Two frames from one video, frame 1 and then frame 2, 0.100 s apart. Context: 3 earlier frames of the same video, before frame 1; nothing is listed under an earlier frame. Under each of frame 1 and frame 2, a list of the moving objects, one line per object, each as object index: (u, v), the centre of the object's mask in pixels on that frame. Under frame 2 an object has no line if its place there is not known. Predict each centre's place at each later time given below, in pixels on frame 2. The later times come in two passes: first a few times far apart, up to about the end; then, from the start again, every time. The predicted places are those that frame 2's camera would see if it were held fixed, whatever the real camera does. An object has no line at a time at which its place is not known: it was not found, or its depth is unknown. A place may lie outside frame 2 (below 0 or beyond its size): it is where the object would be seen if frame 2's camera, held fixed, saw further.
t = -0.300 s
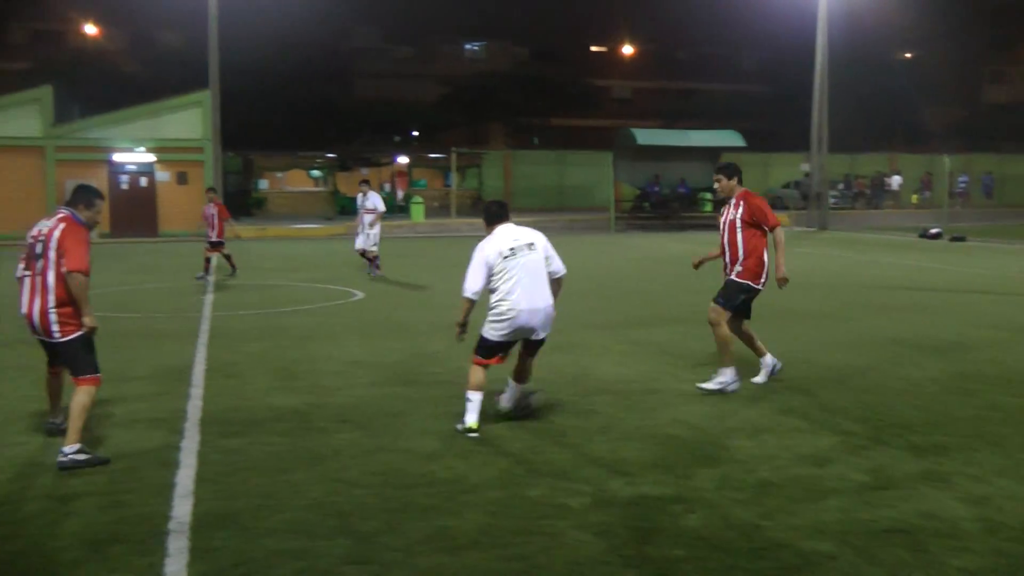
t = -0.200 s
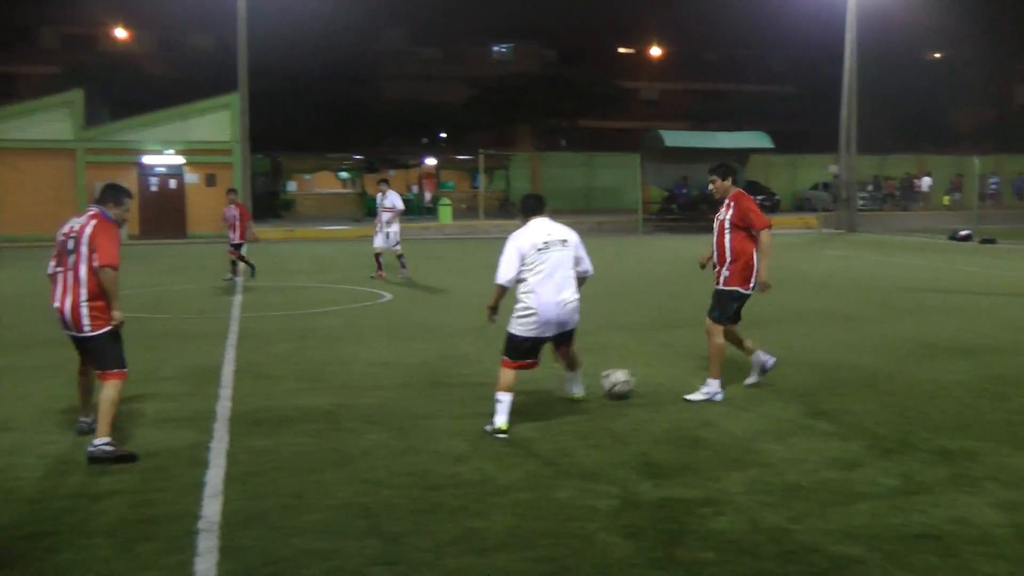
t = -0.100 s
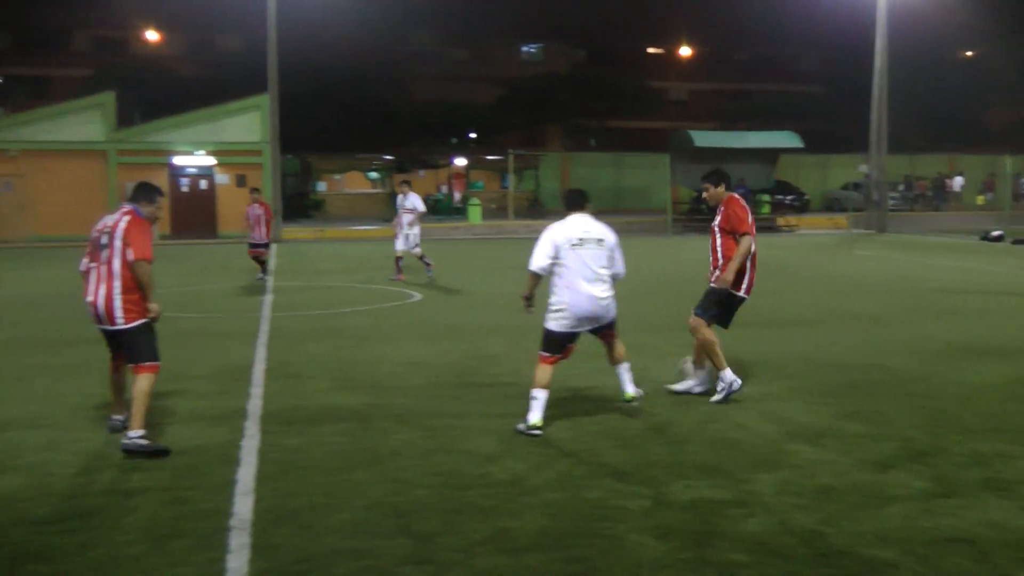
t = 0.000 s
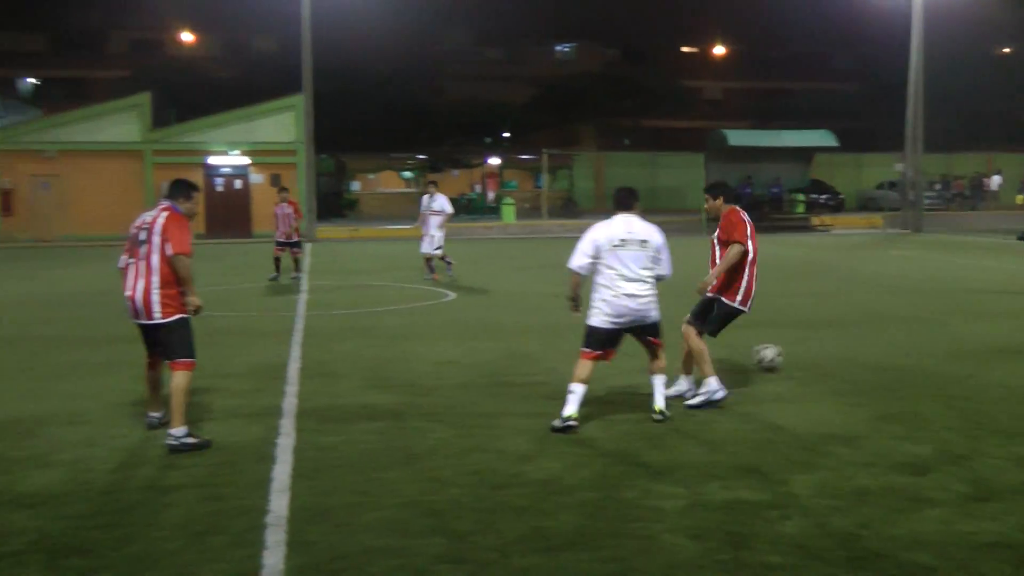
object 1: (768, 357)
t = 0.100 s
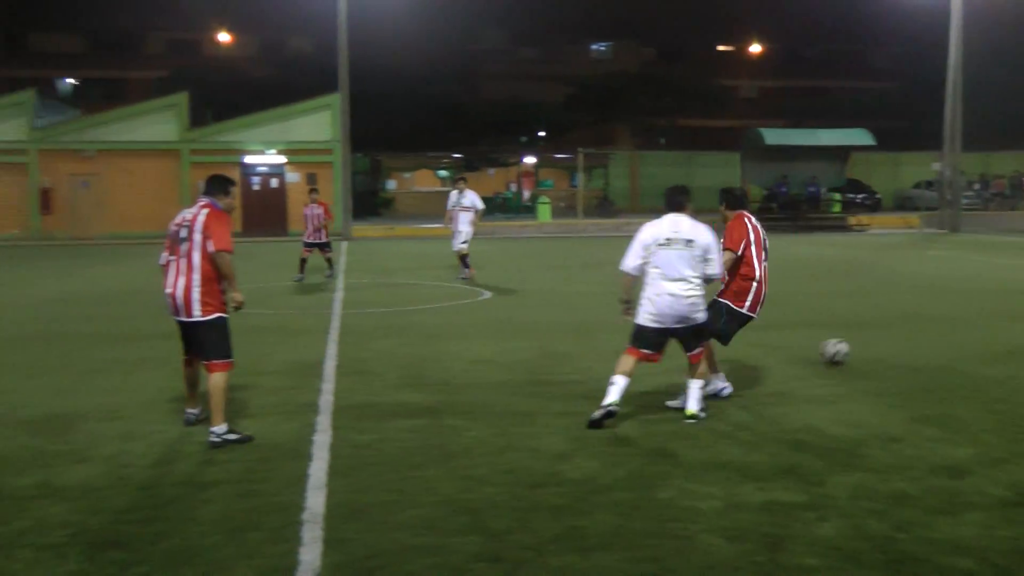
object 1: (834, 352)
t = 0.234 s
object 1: (866, 342)
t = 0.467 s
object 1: (910, 330)
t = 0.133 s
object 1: (843, 350)
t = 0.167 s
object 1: (852, 349)
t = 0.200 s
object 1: (859, 346)
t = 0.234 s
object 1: (866, 342)
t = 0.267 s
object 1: (872, 341)
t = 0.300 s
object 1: (879, 340)
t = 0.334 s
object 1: (885, 337)
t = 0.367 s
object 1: (891, 333)
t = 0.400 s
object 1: (897, 330)
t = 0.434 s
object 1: (904, 330)
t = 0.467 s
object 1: (910, 330)
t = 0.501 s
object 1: (917, 329)
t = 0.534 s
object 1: (922, 326)
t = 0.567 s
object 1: (928, 325)
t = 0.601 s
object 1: (935, 325)
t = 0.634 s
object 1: (941, 323)
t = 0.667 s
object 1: (946, 321)
